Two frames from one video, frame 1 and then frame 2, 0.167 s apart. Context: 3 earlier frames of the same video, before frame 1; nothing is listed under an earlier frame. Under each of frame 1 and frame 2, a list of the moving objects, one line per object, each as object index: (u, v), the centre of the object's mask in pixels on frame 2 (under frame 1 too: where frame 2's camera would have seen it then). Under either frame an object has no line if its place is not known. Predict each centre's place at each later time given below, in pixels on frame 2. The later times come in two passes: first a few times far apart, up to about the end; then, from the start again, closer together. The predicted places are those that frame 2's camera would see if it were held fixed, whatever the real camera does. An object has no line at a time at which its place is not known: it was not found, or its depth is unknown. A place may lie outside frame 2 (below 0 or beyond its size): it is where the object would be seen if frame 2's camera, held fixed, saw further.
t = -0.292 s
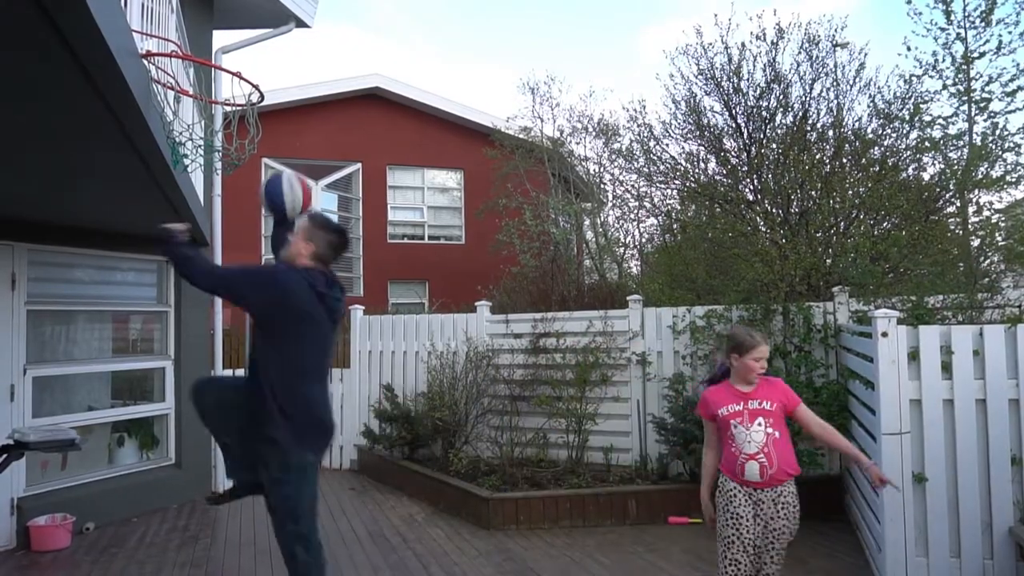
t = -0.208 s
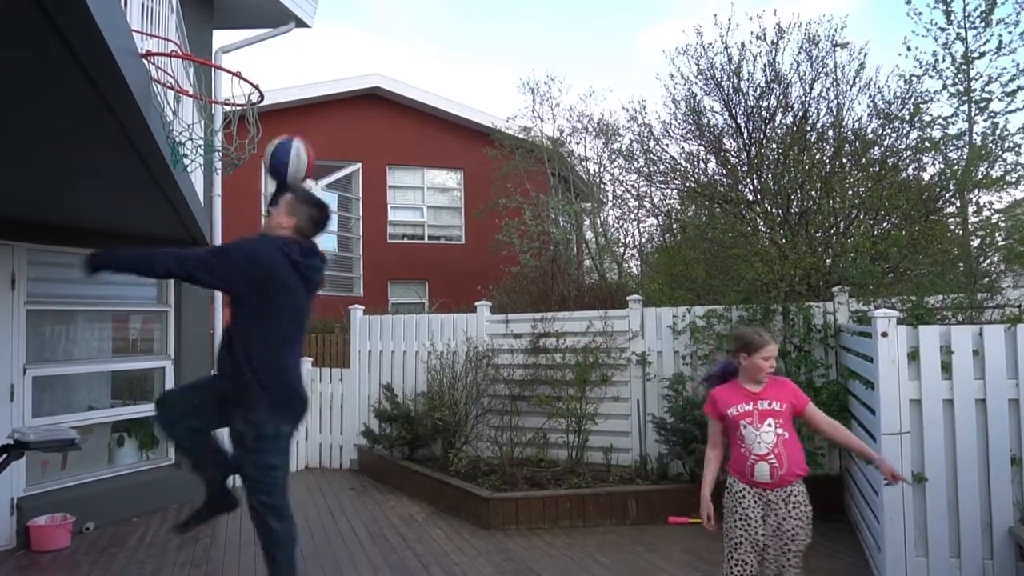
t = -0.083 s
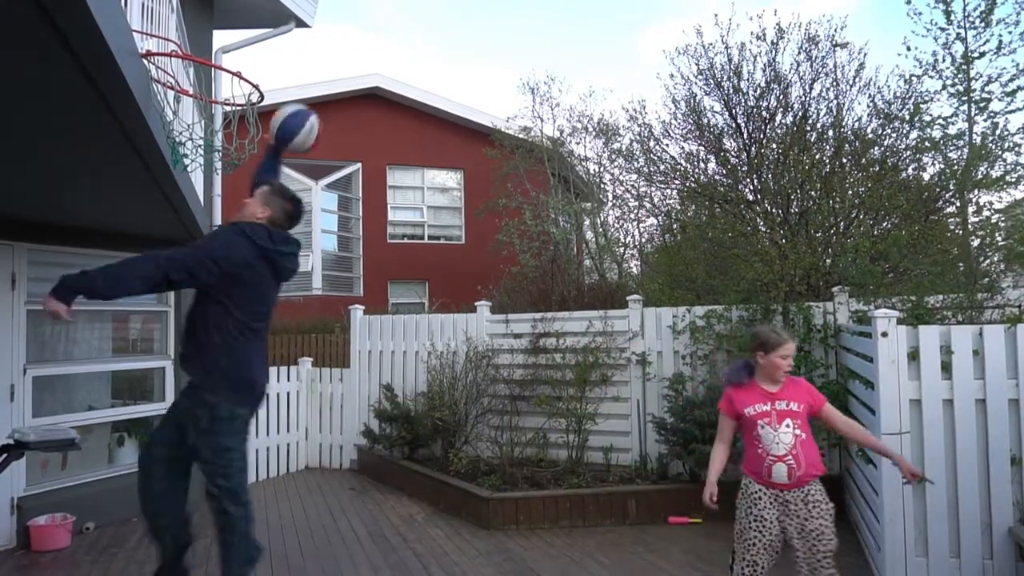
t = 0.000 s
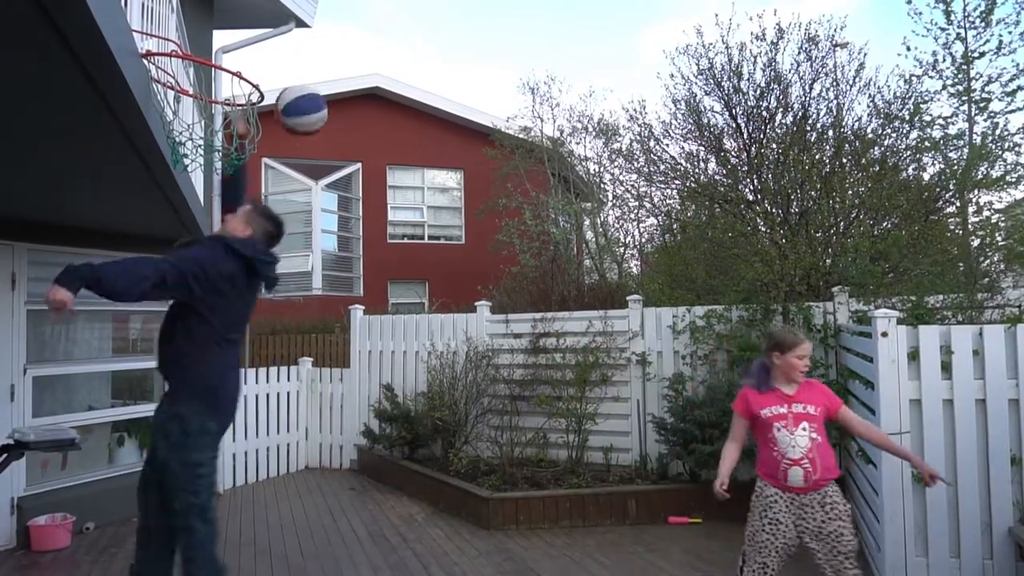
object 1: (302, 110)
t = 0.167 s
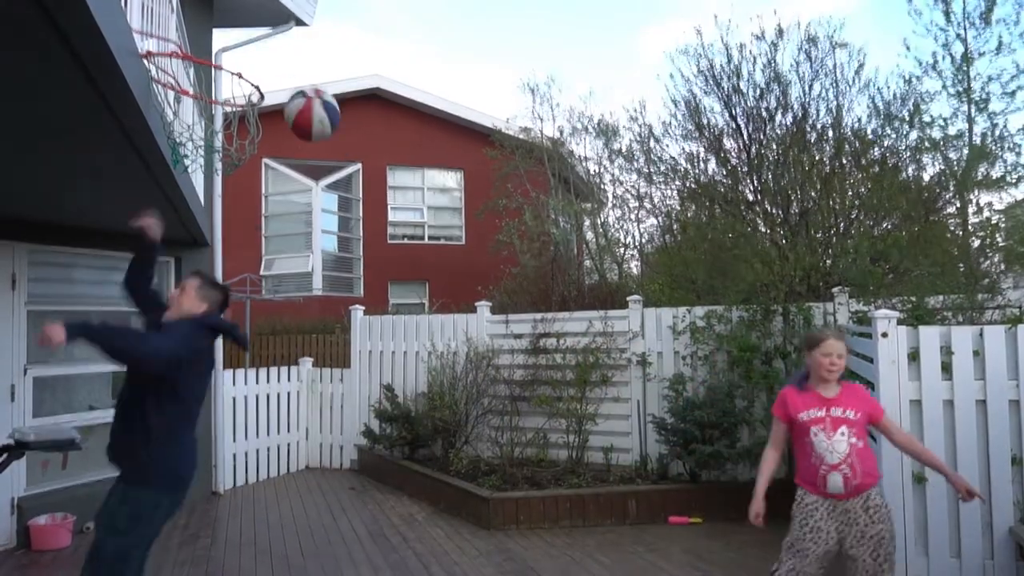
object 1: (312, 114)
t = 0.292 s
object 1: (322, 162)
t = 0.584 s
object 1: (351, 443)
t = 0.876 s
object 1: (379, 558)
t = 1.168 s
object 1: (395, 390)
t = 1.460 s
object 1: (422, 438)
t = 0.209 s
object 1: (316, 128)
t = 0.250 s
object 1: (319, 138)
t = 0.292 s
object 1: (322, 162)
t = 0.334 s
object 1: (325, 180)
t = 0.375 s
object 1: (329, 215)
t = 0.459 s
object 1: (337, 292)
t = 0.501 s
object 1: (340, 328)
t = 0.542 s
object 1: (344, 392)
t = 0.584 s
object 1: (351, 443)
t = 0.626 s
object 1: (356, 520)
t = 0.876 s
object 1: (379, 558)
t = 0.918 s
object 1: (381, 537)
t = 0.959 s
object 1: (383, 494)
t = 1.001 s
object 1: (385, 470)
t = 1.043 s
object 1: (388, 438)
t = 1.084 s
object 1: (390, 420)
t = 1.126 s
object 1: (392, 400)
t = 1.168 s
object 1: (395, 390)
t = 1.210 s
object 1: (399, 378)
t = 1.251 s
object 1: (401, 376)
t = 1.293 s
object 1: (405, 378)
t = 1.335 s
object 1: (408, 384)
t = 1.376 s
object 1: (413, 398)
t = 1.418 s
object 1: (417, 412)
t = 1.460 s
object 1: (422, 438)
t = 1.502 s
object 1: (426, 460)
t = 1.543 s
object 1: (431, 500)
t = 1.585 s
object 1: (435, 533)
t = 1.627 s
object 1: (442, 562)
